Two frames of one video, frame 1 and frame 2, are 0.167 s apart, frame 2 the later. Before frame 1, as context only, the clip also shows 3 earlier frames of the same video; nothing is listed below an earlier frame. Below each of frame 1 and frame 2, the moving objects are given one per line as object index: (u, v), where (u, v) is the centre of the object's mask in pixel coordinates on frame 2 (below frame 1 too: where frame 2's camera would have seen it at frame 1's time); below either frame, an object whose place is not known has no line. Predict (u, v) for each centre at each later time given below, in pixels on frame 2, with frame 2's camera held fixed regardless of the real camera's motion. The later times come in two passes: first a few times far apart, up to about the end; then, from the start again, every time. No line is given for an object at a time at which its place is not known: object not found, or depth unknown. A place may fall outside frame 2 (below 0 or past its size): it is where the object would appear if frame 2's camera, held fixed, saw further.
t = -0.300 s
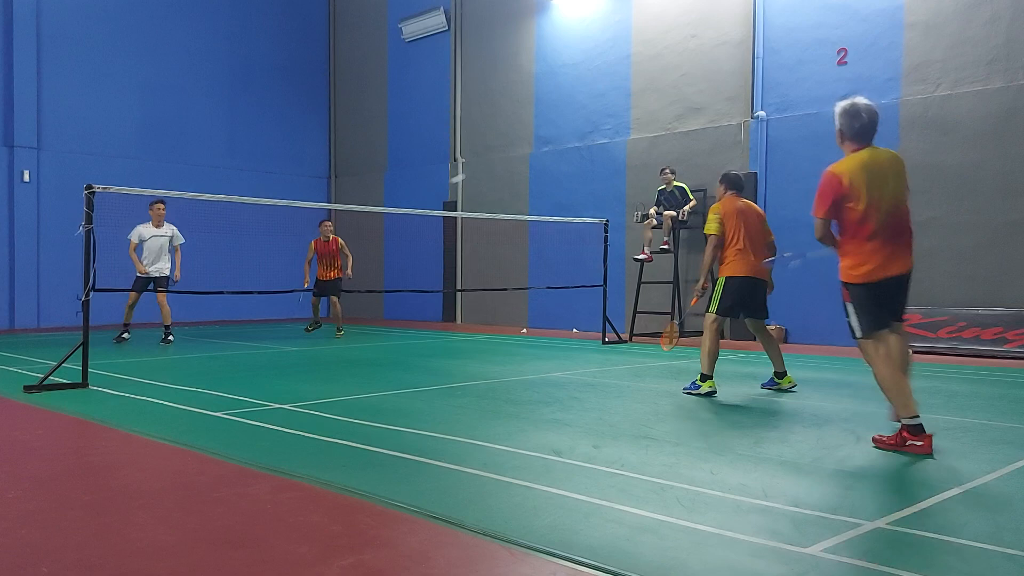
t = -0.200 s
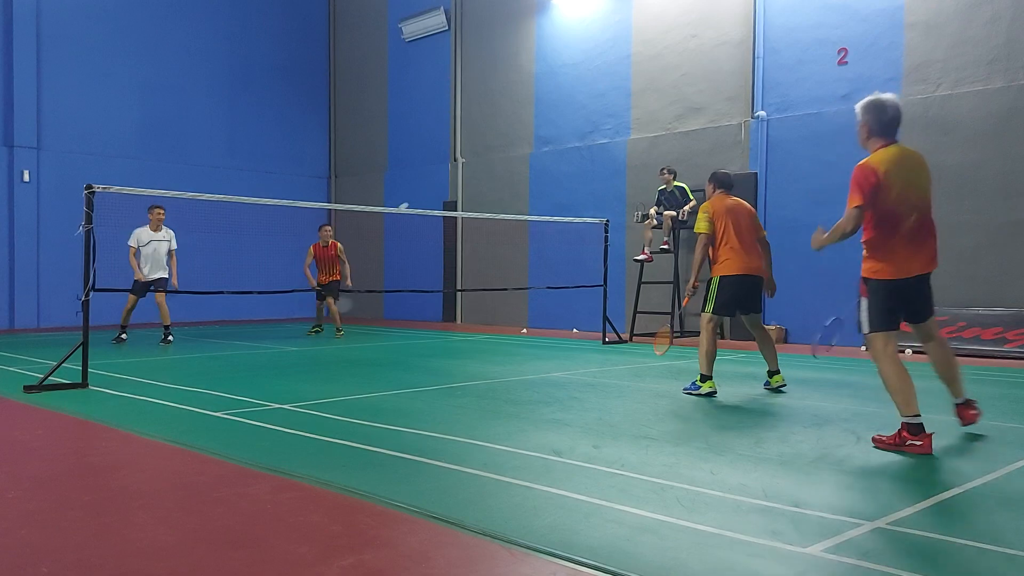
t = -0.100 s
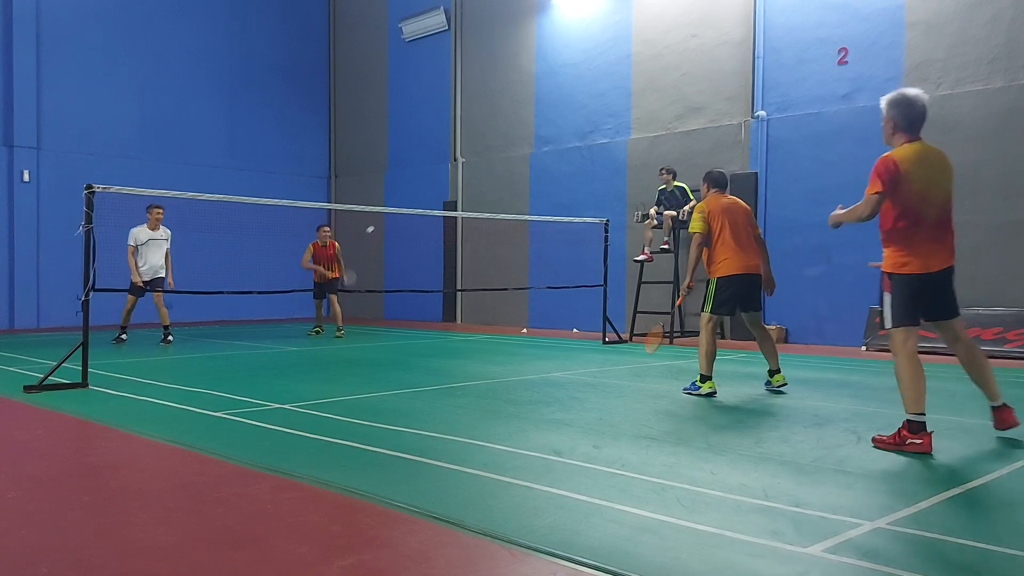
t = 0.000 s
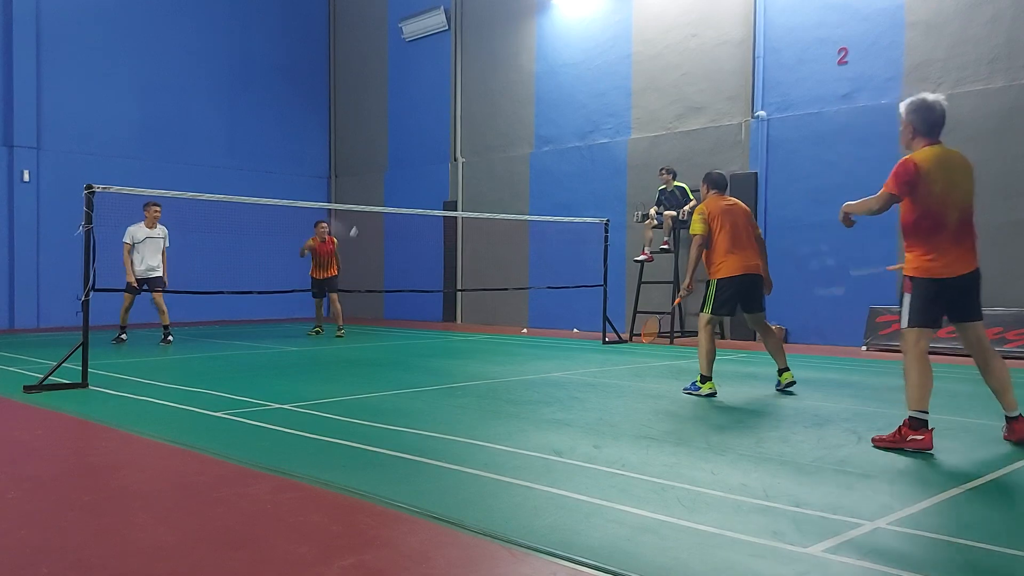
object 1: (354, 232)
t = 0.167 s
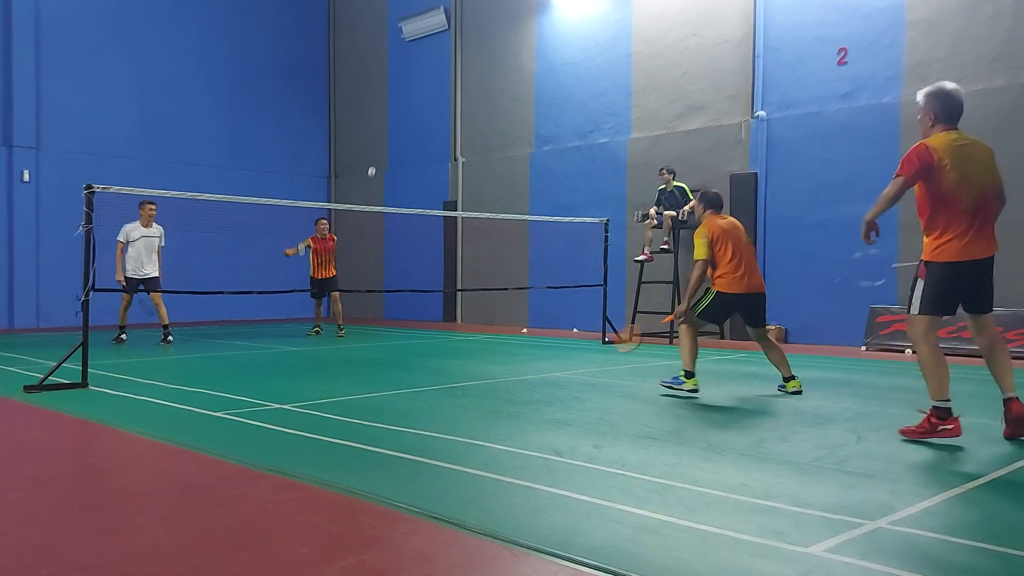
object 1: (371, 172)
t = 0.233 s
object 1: (376, 154)
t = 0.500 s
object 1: (395, 136)
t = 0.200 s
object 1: (374, 162)
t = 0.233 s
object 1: (376, 154)
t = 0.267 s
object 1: (378, 148)
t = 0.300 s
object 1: (381, 142)
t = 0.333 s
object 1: (383, 138)
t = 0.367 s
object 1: (385, 135)
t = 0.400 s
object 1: (387, 133)
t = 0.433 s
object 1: (390, 133)
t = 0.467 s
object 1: (393, 133)
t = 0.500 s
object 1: (395, 136)
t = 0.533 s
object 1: (397, 139)
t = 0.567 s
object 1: (399, 144)
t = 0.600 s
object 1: (401, 151)
